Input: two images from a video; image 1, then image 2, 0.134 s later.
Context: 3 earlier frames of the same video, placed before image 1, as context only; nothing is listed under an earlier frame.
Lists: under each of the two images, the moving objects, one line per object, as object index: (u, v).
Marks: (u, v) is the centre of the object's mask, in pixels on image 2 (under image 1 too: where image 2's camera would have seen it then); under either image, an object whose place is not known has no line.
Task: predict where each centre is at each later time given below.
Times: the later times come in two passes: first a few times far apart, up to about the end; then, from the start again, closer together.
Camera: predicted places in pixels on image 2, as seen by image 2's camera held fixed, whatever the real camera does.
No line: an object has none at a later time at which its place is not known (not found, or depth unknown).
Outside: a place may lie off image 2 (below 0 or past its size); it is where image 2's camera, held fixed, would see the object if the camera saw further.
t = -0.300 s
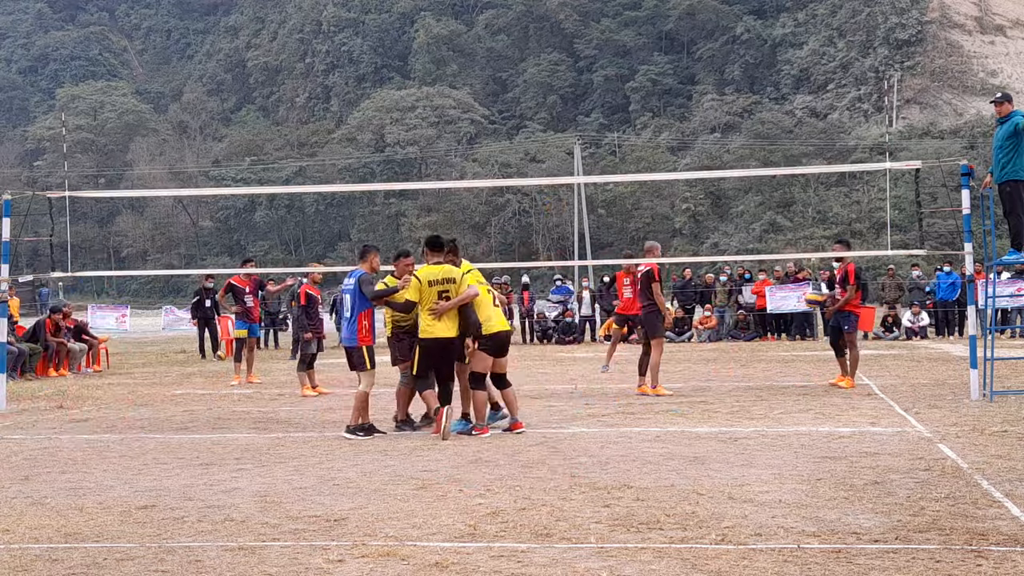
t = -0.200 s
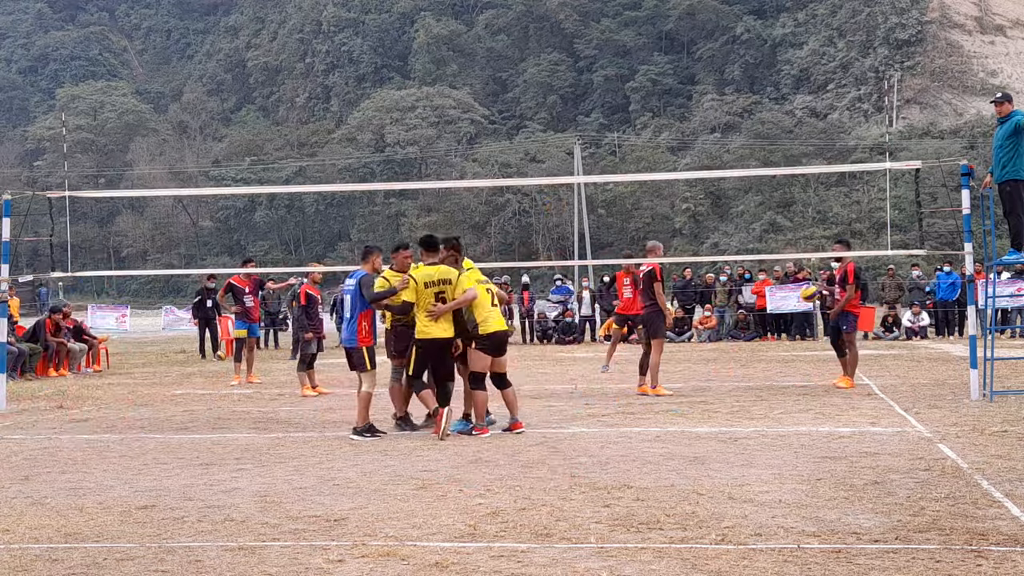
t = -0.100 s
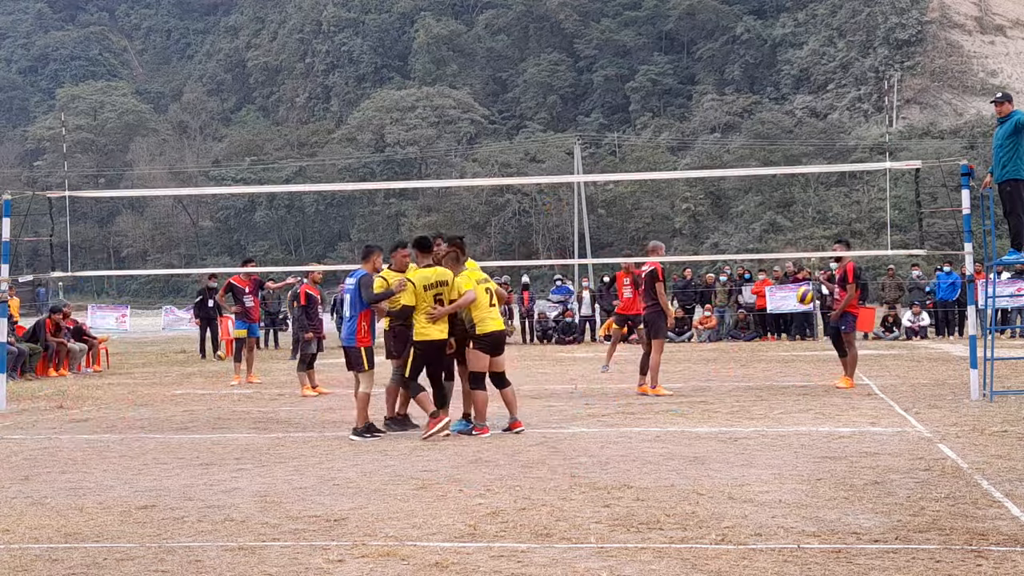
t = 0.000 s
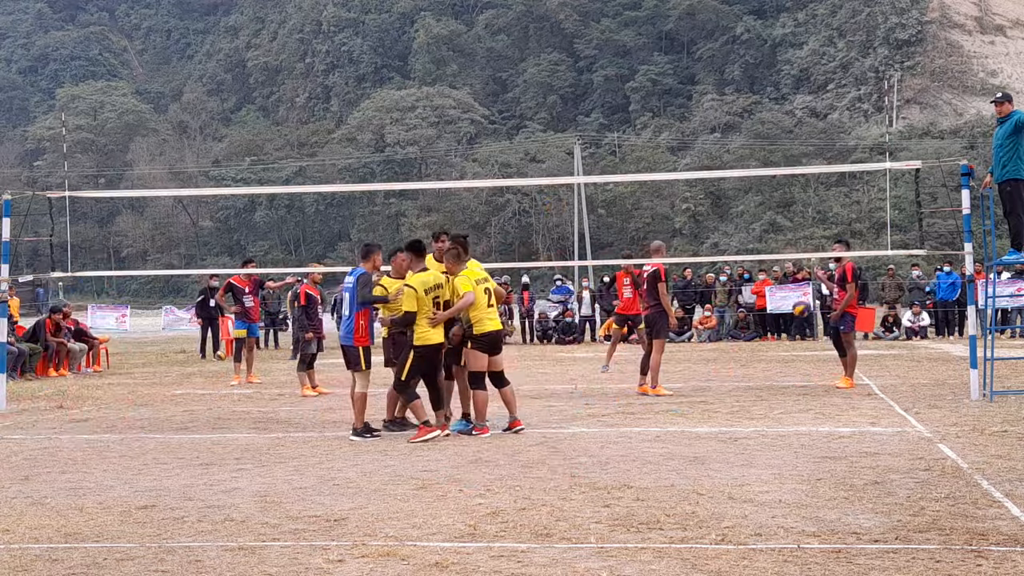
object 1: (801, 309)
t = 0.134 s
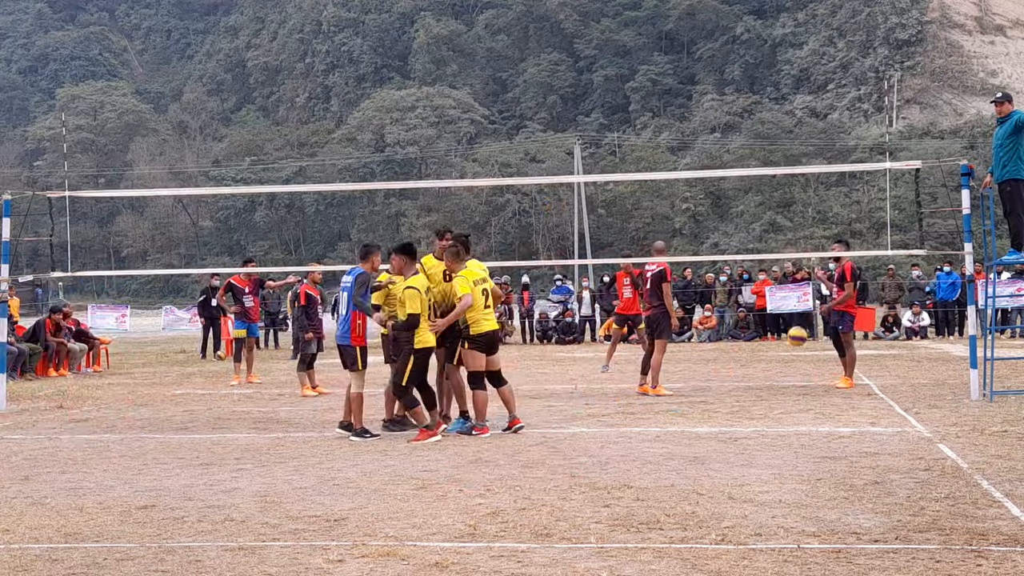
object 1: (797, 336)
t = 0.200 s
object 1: (795, 358)
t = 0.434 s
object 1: (792, 364)
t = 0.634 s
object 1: (791, 349)
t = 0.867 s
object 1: (793, 384)
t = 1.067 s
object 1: (793, 386)
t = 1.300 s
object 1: (793, 385)
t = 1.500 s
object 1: (793, 409)
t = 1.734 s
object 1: (795, 402)
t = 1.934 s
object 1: (796, 420)
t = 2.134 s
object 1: (795, 423)
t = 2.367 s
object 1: (792, 430)
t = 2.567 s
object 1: (790, 438)
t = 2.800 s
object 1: (790, 446)
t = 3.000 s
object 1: (791, 453)
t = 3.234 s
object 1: (791, 461)
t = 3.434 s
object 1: (791, 467)
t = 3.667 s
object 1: (793, 476)
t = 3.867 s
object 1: (795, 482)
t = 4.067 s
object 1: (796, 487)
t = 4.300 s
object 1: (798, 497)
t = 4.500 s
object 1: (798, 503)
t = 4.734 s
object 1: (798, 509)
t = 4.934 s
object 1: (798, 515)
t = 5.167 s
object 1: (798, 521)
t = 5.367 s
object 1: (795, 525)
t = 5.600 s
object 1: (790, 531)
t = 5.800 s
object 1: (786, 536)
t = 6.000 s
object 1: (783, 541)
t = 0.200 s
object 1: (795, 358)
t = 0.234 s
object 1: (794, 369)
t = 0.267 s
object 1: (792, 382)
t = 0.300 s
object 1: (792, 392)
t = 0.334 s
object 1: (792, 383)
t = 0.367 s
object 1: (792, 376)
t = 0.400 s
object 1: (791, 369)
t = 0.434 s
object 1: (792, 364)
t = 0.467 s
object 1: (792, 358)
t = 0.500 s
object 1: (791, 354)
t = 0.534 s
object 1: (791, 351)
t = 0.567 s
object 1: (792, 350)
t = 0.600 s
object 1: (792, 349)
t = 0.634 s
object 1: (791, 349)
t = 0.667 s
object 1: (792, 351)
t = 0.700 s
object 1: (792, 353)
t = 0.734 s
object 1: (792, 356)
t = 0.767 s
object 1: (792, 362)
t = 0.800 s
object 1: (793, 367)
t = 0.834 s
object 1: (793, 375)
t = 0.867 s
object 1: (793, 384)
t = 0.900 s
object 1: (794, 393)
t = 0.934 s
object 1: (794, 403)
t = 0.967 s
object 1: (794, 401)
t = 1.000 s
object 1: (793, 395)
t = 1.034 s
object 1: (793, 390)
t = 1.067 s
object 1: (793, 386)
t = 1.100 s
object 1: (793, 381)
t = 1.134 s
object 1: (793, 379)
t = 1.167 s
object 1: (793, 378)
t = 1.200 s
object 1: (793, 377)
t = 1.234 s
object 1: (793, 379)
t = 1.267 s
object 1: (792, 381)
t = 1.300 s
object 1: (793, 385)
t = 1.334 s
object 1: (793, 391)
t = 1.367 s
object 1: (793, 396)
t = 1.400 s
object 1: (793, 405)
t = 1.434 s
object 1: (793, 412)
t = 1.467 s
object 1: (793, 415)
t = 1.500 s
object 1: (793, 409)
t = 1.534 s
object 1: (794, 405)
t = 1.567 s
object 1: (794, 402)
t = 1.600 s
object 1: (794, 398)
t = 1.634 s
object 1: (794, 398)
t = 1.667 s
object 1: (794, 397)
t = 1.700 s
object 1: (794, 399)
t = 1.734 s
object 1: (795, 402)
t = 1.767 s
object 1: (795, 406)
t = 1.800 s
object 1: (796, 411)
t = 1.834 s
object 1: (797, 418)
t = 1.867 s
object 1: (796, 427)
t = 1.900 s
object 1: (796, 423)
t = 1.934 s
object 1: (796, 420)
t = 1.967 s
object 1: (796, 417)
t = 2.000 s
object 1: (796, 416)
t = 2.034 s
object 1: (796, 415)
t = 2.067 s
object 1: (795, 417)
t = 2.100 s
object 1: (795, 419)
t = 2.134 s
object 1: (795, 423)
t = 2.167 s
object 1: (796, 429)
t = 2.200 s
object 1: (795, 435)
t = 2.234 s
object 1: (795, 433)
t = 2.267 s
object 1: (794, 430)
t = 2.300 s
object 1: (793, 429)
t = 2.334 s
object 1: (793, 429)
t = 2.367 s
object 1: (792, 430)
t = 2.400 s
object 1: (792, 433)
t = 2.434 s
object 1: (791, 438)
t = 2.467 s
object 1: (791, 442)
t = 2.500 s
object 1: (791, 440)
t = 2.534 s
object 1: (790, 438)
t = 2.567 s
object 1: (790, 438)
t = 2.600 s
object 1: (789, 440)
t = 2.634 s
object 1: (789, 443)
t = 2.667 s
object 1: (788, 448)
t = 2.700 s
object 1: (789, 446)
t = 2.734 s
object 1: (789, 445)
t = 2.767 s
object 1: (789, 445)
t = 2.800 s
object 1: (790, 446)
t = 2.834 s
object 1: (791, 450)
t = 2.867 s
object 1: (791, 453)
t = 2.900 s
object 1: (791, 451)
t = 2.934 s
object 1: (791, 450)
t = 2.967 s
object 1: (791, 450)
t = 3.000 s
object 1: (791, 453)
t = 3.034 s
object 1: (791, 456)
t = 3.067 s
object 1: (790, 456)
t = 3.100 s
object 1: (791, 456)
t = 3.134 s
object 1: (791, 456)
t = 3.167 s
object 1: (791, 458)
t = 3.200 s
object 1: (791, 462)
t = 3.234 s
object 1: (791, 461)
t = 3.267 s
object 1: (791, 460)
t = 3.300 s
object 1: (791, 461)
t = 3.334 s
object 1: (791, 463)
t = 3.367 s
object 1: (791, 468)
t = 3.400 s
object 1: (791, 468)
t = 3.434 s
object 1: (791, 467)
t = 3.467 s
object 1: (791, 469)
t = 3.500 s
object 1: (792, 472)
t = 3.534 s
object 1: (792, 471)
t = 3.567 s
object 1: (792, 471)
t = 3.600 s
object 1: (792, 473)
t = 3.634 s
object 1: (793, 476)
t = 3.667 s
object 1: (793, 476)
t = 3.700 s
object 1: (793, 477)
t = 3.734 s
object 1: (793, 479)
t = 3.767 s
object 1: (794, 479)
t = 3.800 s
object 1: (794, 480)
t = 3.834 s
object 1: (794, 481)
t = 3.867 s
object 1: (795, 482)
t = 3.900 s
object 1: (795, 483)
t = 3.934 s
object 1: (795, 485)
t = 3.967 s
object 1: (795, 485)
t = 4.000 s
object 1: (795, 486)
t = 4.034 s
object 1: (796, 487)
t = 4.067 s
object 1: (796, 487)
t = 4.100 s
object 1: (796, 490)
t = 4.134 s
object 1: (796, 491)
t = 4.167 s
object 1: (797, 492)
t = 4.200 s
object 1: (797, 493)
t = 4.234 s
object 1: (797, 494)
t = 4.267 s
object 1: (797, 495)
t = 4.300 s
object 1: (798, 497)
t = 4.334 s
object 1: (798, 497)
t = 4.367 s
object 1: (798, 498)
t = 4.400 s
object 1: (798, 499)
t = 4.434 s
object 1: (798, 501)
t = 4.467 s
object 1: (798, 501)
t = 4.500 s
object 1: (798, 503)
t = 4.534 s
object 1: (798, 504)
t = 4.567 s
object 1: (798, 505)
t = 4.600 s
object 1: (798, 506)
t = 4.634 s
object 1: (798, 508)
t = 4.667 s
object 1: (798, 508)
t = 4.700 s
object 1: (798, 509)
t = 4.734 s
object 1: (798, 509)
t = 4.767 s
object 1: (798, 511)
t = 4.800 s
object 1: (799, 510)
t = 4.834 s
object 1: (799, 511)
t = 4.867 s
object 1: (799, 515)
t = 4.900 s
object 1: (798, 514)
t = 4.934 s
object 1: (798, 515)
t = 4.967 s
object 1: (798, 516)
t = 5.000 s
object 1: (798, 516)
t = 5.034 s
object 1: (798, 518)
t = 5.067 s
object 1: (798, 519)
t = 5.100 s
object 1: (798, 518)
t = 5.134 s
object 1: (798, 520)
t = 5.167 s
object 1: (798, 521)
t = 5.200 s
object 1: (798, 522)
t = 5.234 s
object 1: (797, 523)
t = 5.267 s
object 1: (797, 524)
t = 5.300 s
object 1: (796, 525)
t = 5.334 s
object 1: (796, 525)
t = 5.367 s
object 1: (795, 525)
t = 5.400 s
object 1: (795, 526)
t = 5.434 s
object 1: (794, 528)
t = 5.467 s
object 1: (793, 529)
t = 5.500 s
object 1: (792, 529)
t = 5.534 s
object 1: (792, 530)
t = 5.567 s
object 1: (791, 530)
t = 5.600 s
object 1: (790, 531)
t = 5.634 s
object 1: (790, 533)
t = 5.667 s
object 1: (789, 534)
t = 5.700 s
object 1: (788, 535)
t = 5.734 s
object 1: (787, 535)
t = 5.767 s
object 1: (786, 536)
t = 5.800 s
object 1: (786, 536)
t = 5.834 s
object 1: (785, 537)
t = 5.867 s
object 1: (785, 539)
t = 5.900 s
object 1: (784, 540)
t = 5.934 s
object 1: (784, 540)
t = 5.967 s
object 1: (783, 541)
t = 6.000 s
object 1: (783, 541)
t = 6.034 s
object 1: (783, 542)
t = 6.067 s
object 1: (782, 542)
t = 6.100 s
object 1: (783, 543)
